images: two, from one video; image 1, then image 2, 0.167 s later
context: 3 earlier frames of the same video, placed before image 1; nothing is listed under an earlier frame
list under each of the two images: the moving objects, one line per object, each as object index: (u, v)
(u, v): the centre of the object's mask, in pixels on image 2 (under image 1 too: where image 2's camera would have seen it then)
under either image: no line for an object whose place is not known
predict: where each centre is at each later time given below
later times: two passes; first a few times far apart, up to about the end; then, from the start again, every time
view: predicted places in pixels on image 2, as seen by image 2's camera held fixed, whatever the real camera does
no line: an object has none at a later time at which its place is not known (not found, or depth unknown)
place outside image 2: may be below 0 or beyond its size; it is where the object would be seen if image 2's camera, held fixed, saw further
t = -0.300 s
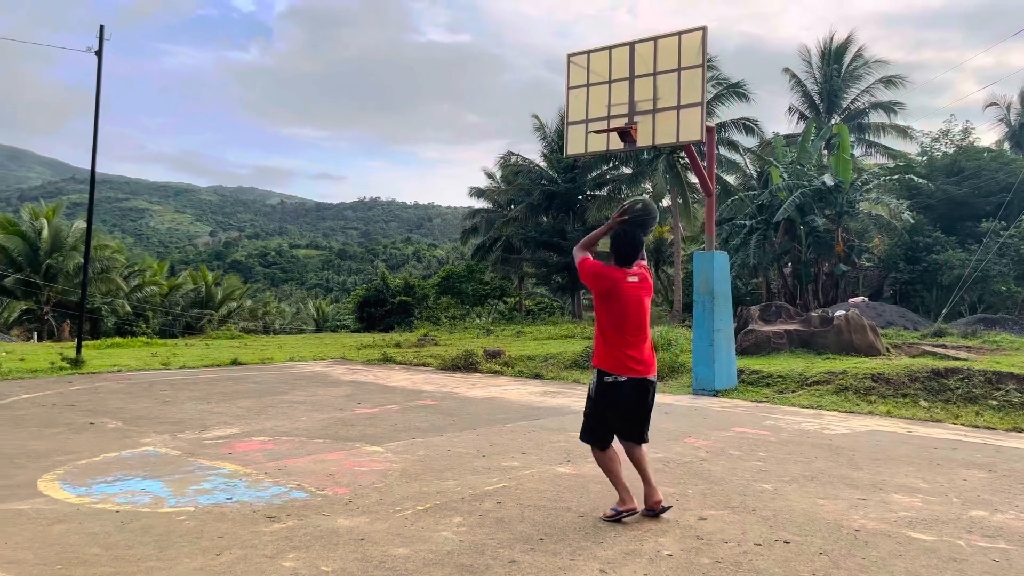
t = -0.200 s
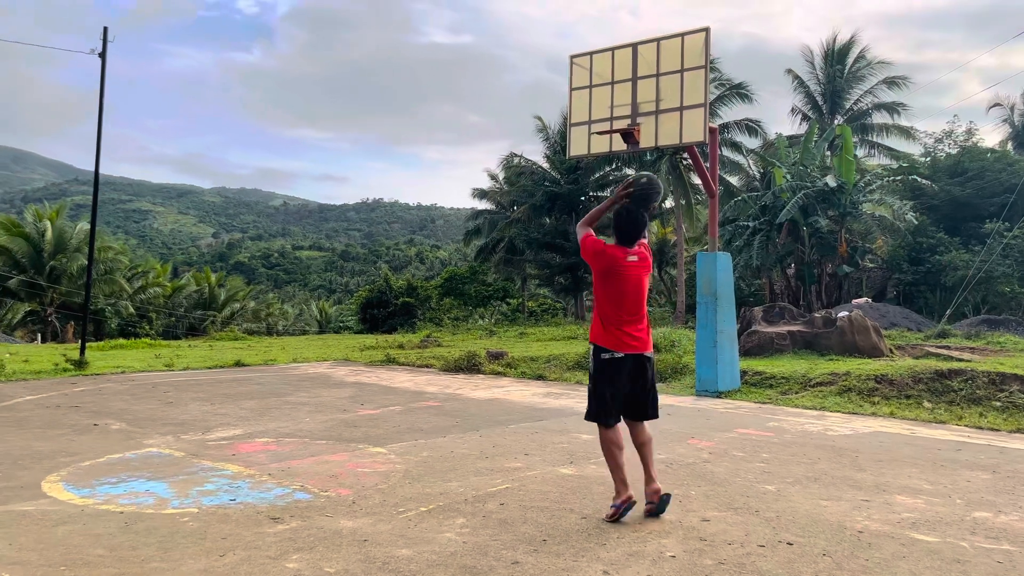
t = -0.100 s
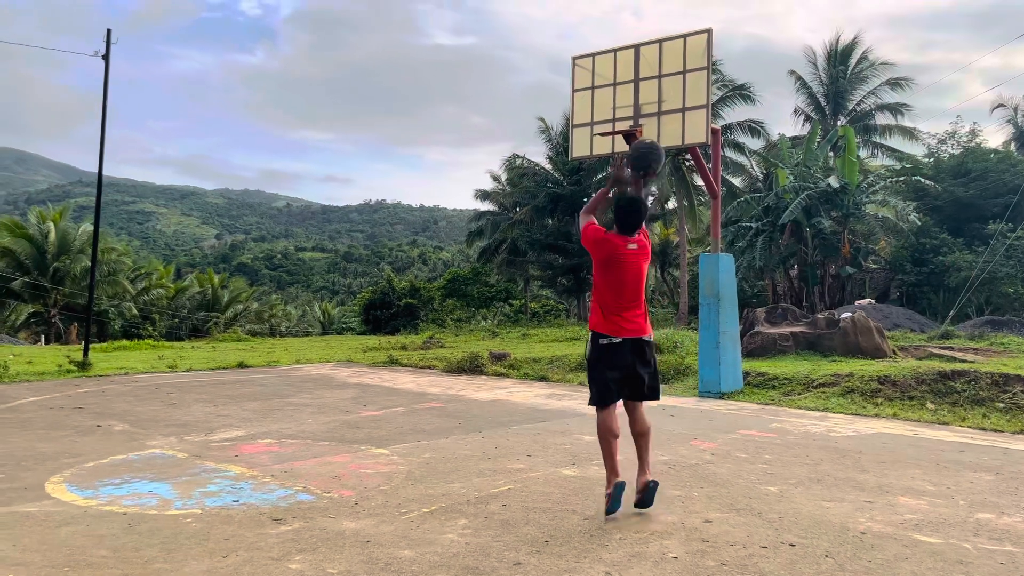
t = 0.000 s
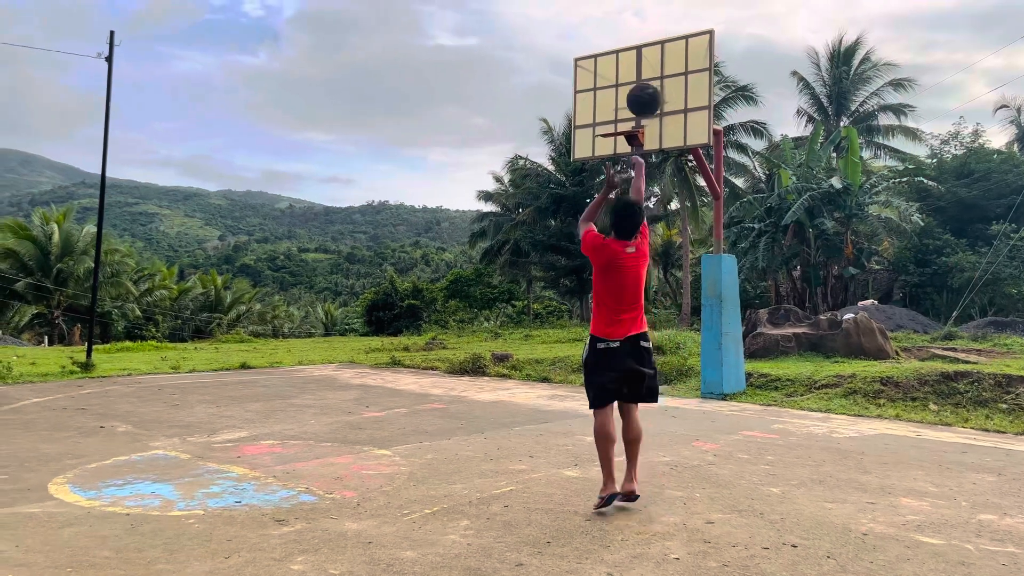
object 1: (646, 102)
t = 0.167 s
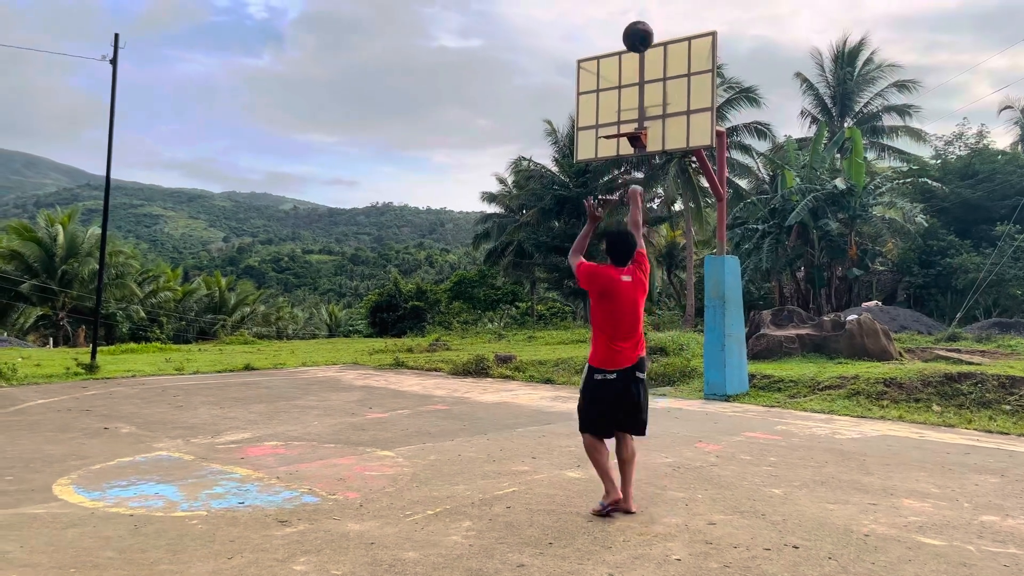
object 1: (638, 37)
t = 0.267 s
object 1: (633, 21)
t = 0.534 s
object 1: (623, 38)
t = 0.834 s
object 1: (613, 125)
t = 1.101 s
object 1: (599, 77)
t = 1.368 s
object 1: (582, 77)
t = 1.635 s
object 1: (565, 132)
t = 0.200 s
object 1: (636, 30)
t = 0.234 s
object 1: (635, 25)
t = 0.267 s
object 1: (633, 21)
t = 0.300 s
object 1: (632, 19)
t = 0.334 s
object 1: (631, 18)
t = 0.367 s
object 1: (629, 19)
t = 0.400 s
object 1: (628, 20)
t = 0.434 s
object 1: (627, 23)
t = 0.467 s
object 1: (626, 27)
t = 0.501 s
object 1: (625, 32)
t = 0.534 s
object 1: (623, 38)
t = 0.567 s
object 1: (622, 45)
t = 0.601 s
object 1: (621, 52)
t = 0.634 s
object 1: (620, 61)
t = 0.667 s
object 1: (619, 70)
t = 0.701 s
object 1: (618, 80)
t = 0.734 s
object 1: (617, 90)
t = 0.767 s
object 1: (616, 102)
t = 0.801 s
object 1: (615, 113)
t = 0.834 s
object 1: (613, 125)
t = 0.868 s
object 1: (612, 120)
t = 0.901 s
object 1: (610, 111)
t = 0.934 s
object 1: (608, 103)
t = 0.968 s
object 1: (606, 96)
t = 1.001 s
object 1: (605, 90)
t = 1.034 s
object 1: (603, 84)
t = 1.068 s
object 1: (601, 80)
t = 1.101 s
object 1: (599, 77)
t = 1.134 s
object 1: (597, 74)
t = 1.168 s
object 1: (595, 73)
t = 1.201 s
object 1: (593, 73)
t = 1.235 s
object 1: (591, 72)
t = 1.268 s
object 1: (588, 72)
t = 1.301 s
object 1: (586, 73)
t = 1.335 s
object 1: (584, 75)
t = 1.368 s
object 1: (582, 77)
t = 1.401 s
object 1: (580, 81)
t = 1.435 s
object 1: (577, 85)
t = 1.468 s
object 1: (575, 91)
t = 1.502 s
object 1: (573, 97)
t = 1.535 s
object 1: (570, 105)
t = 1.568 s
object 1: (569, 113)
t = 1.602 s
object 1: (566, 121)
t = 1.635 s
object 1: (565, 132)
